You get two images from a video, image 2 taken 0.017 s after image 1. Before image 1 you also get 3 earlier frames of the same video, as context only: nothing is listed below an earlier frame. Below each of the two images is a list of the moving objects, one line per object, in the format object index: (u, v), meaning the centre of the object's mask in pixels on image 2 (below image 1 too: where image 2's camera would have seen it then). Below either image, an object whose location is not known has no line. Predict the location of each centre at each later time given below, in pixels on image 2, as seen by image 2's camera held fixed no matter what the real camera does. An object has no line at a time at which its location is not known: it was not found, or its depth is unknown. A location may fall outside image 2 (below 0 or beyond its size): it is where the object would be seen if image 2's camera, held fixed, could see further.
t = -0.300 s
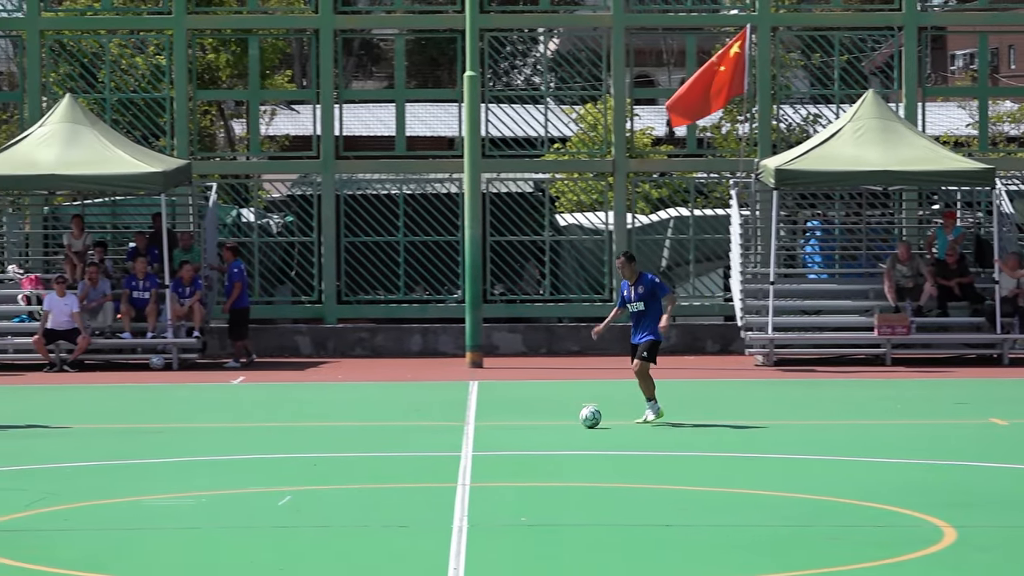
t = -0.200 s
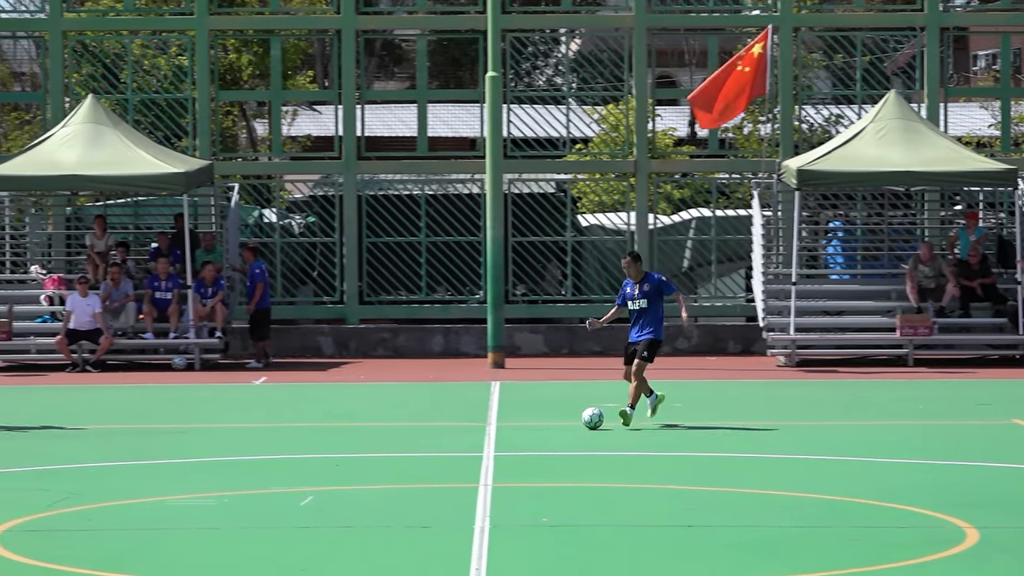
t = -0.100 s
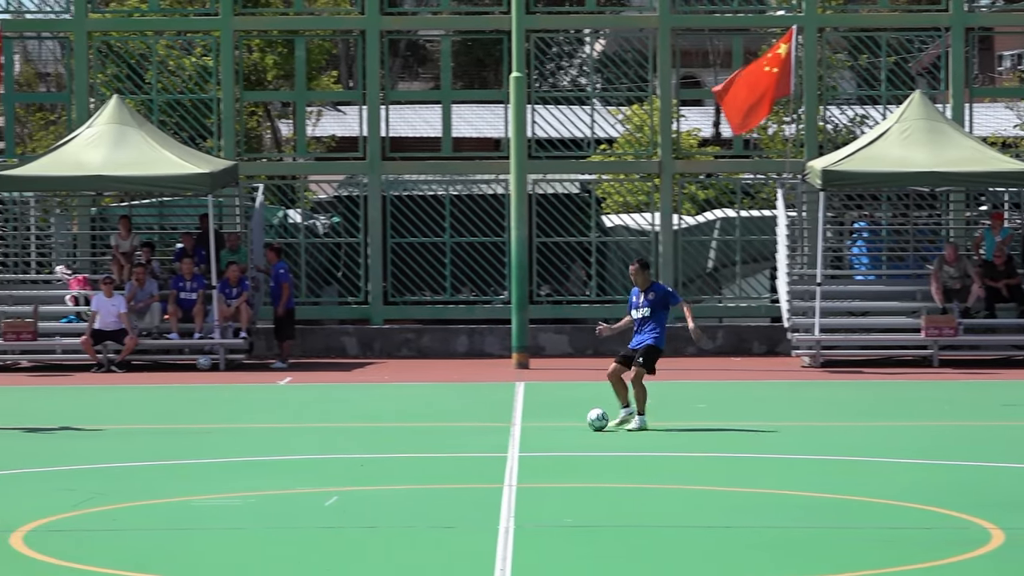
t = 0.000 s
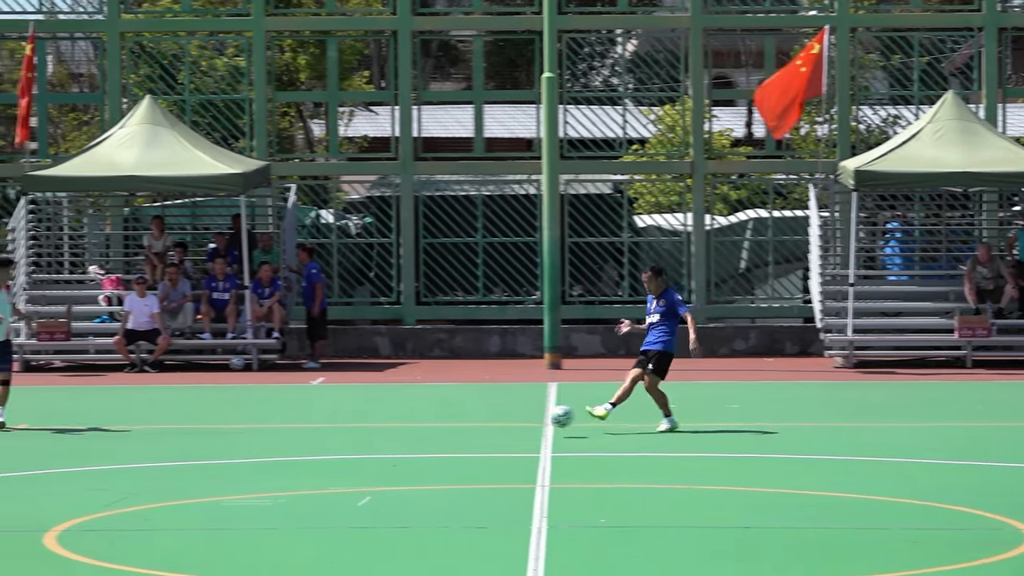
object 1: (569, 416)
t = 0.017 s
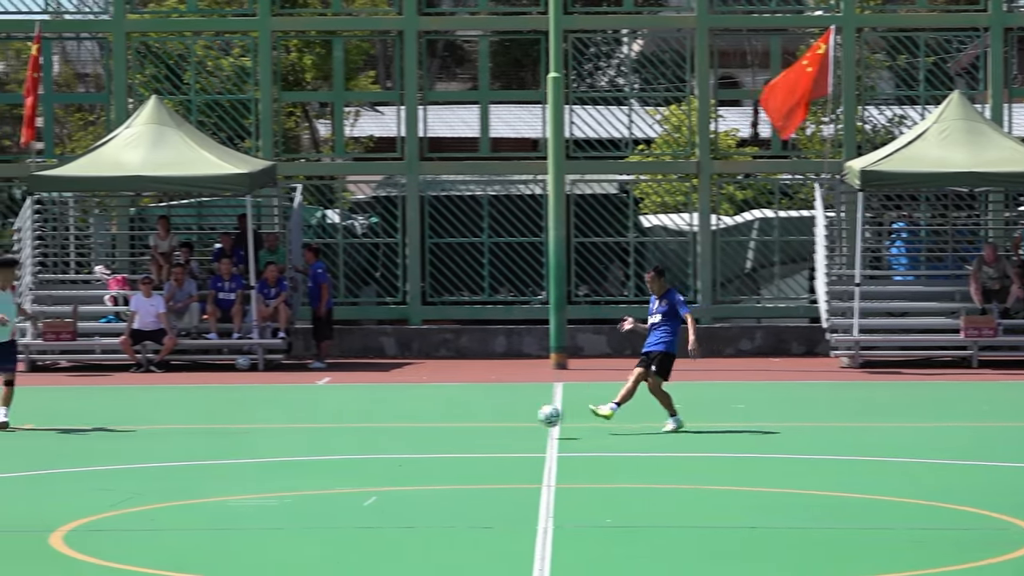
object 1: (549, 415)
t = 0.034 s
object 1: (533, 415)
